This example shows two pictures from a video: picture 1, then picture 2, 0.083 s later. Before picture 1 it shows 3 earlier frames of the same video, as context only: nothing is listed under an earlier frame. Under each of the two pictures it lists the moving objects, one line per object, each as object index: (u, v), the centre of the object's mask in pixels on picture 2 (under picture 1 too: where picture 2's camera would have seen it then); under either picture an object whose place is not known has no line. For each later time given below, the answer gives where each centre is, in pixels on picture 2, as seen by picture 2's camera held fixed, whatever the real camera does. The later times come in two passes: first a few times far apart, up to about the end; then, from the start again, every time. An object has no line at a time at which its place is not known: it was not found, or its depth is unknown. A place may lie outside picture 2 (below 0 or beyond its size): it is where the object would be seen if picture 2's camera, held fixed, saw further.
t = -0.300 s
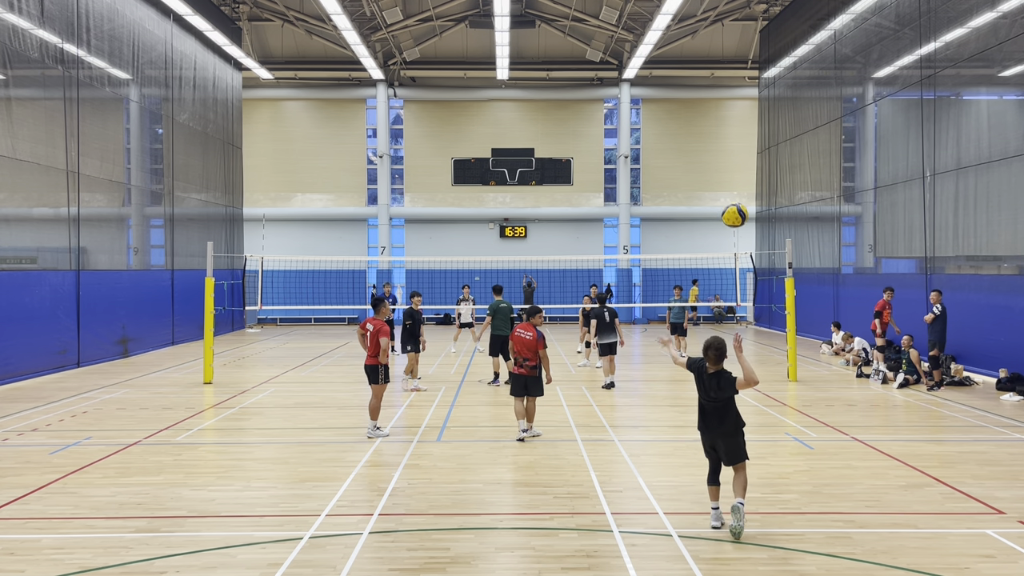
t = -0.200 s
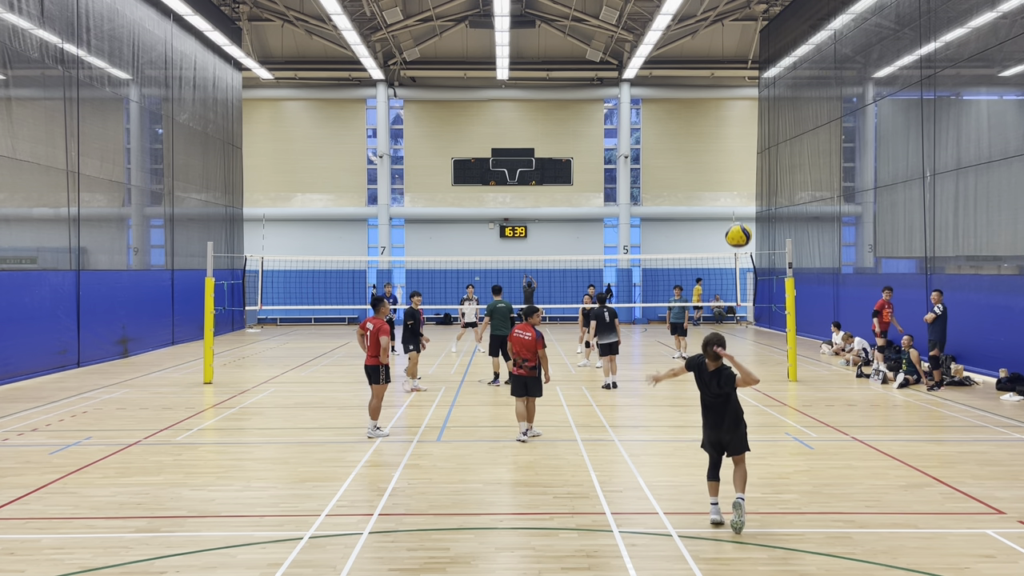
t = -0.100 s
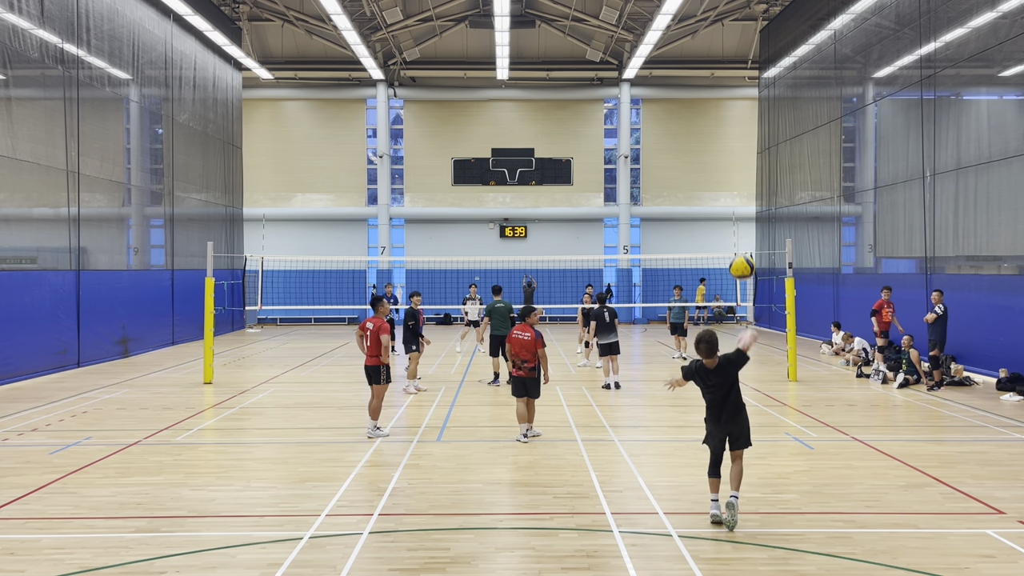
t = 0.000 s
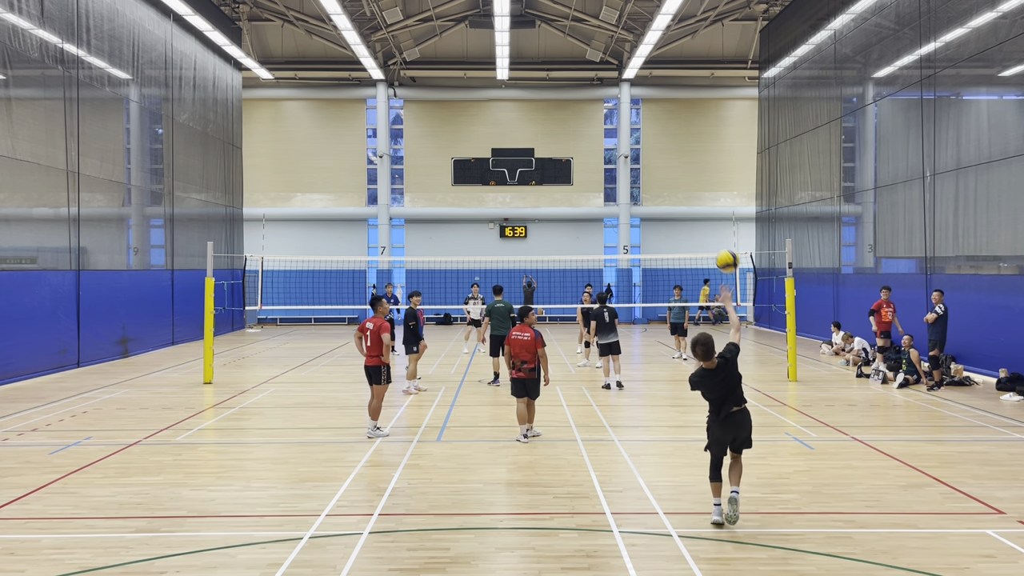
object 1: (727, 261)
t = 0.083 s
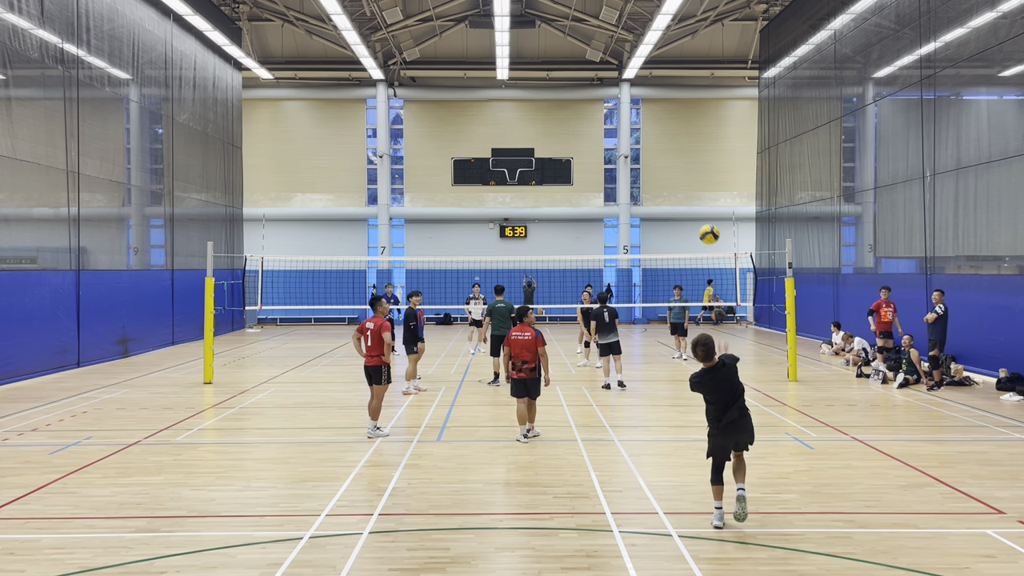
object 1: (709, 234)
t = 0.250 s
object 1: (687, 214)
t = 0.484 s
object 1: (670, 228)
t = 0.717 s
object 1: (661, 261)
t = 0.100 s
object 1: (706, 230)
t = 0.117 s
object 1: (703, 227)
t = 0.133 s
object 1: (701, 224)
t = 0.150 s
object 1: (699, 222)
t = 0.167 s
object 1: (696, 220)
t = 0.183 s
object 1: (695, 218)
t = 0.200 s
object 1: (692, 217)
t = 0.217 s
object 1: (690, 215)
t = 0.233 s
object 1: (689, 215)
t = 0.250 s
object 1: (687, 214)
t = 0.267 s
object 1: (685, 214)
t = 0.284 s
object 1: (684, 214)
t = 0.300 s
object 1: (682, 214)
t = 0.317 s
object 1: (681, 215)
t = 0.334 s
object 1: (680, 215)
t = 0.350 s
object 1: (678, 216)
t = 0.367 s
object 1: (677, 217)
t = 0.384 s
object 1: (676, 218)
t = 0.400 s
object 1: (675, 219)
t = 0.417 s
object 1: (674, 221)
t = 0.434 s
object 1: (673, 223)
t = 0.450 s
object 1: (672, 224)
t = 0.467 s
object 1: (671, 226)
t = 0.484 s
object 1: (670, 228)
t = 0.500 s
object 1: (670, 230)
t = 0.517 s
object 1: (669, 233)
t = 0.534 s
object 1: (668, 235)
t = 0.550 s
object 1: (667, 237)
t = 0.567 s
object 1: (667, 240)
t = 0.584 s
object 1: (666, 243)
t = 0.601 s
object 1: (665, 245)
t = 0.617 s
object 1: (665, 248)
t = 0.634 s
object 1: (664, 250)
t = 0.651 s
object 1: (663, 251)
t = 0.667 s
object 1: (663, 252)
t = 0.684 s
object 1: (662, 255)
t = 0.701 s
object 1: (662, 257)
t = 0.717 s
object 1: (661, 261)
